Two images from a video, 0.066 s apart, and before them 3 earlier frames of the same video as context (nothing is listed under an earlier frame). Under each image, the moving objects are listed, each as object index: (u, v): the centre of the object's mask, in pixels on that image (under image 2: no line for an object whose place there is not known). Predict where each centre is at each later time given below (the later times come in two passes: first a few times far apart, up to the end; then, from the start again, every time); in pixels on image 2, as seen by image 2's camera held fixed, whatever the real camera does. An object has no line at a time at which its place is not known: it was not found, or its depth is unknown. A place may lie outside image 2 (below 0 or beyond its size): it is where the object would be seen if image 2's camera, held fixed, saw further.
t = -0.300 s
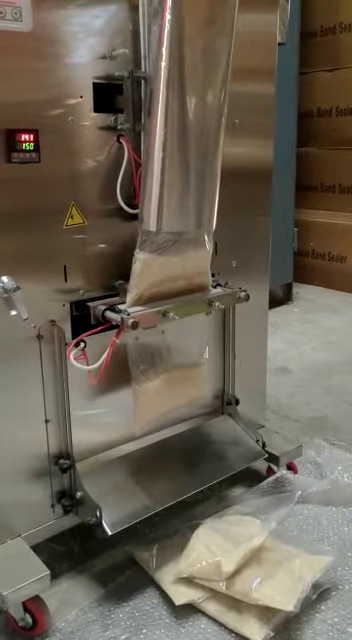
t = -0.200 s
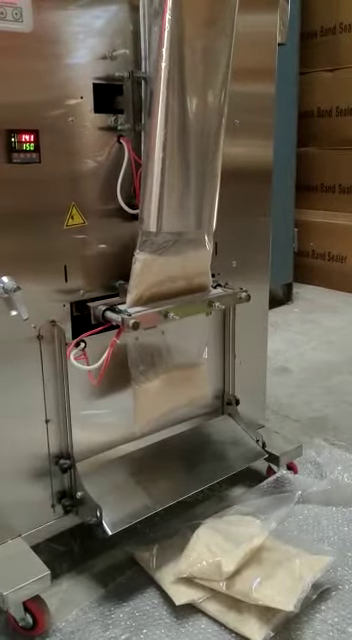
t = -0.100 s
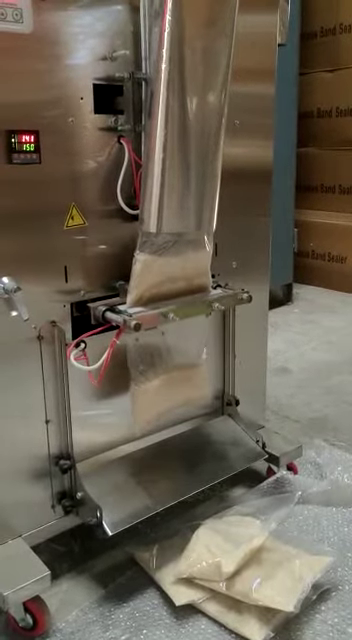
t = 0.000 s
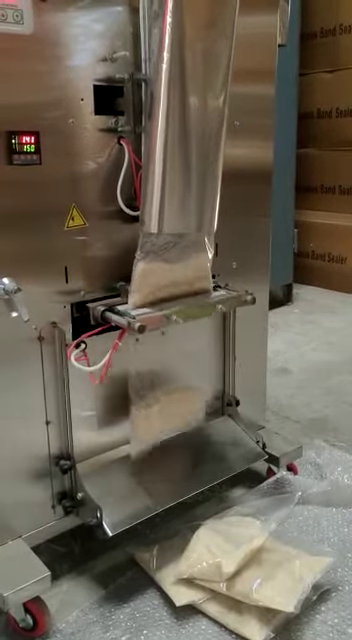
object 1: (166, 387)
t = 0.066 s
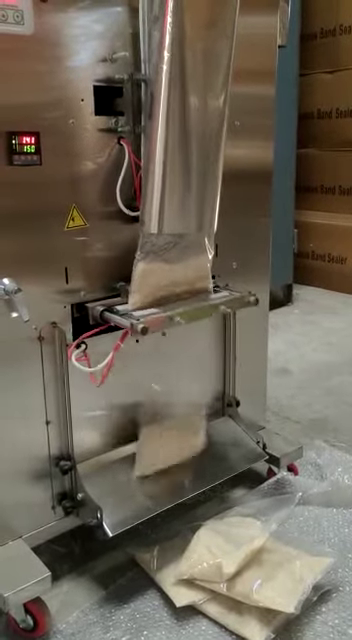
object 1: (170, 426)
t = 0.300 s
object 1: (212, 480)
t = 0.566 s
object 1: (227, 521)
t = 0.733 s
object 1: (226, 517)
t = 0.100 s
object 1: (175, 432)
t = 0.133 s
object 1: (180, 437)
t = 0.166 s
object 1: (187, 444)
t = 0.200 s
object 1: (194, 454)
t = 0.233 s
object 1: (202, 459)
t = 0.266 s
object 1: (207, 466)
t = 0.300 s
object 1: (212, 480)
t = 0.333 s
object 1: (220, 494)
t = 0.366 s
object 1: (228, 510)
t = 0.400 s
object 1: (227, 513)
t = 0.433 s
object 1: (225, 520)
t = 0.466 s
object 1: (230, 523)
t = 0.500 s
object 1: (230, 522)
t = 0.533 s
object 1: (229, 520)
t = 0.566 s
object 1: (227, 521)
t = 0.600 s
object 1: (227, 519)
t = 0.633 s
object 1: (226, 519)
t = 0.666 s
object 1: (225, 519)
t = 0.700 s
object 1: (225, 518)
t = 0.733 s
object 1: (226, 517)
